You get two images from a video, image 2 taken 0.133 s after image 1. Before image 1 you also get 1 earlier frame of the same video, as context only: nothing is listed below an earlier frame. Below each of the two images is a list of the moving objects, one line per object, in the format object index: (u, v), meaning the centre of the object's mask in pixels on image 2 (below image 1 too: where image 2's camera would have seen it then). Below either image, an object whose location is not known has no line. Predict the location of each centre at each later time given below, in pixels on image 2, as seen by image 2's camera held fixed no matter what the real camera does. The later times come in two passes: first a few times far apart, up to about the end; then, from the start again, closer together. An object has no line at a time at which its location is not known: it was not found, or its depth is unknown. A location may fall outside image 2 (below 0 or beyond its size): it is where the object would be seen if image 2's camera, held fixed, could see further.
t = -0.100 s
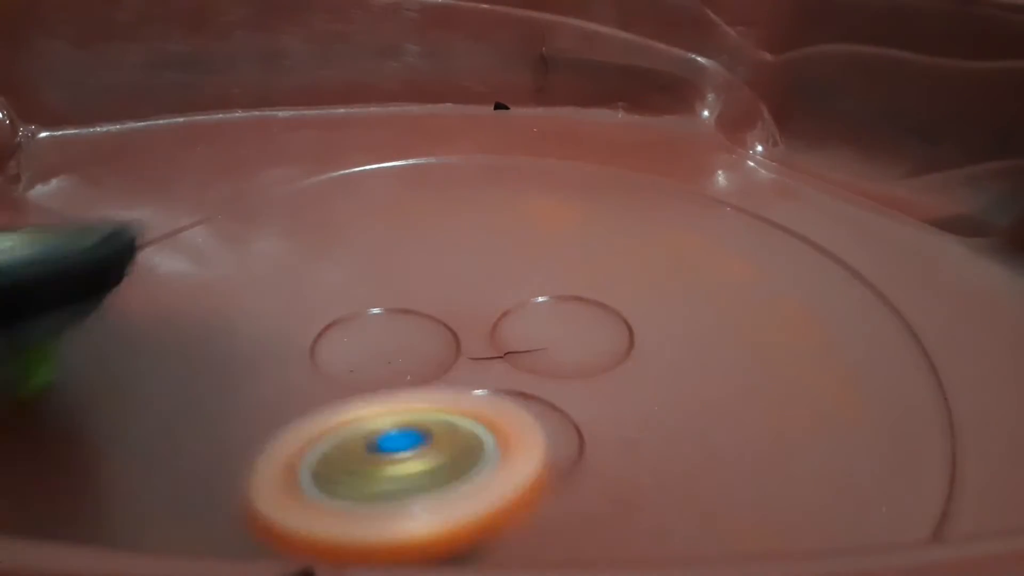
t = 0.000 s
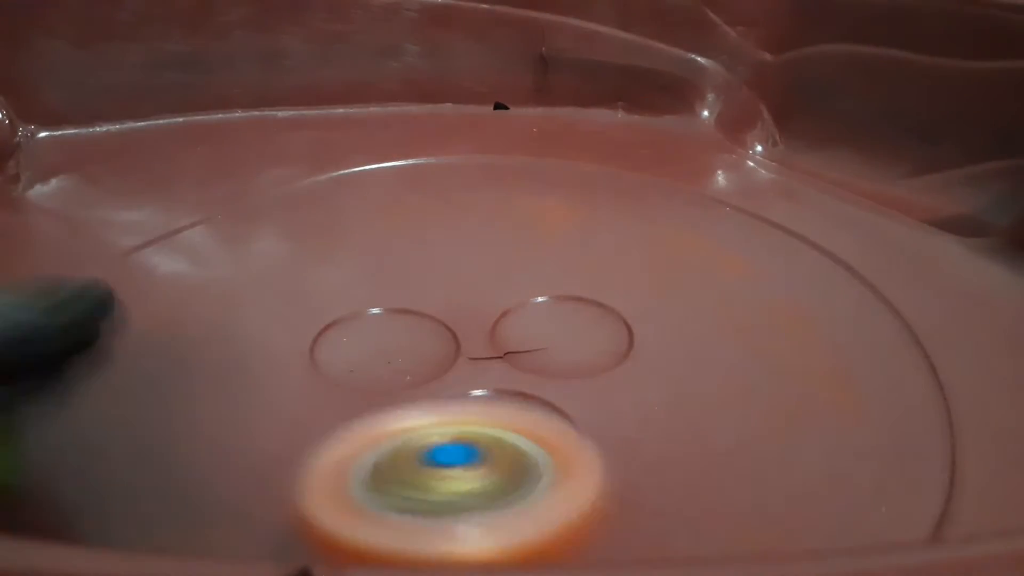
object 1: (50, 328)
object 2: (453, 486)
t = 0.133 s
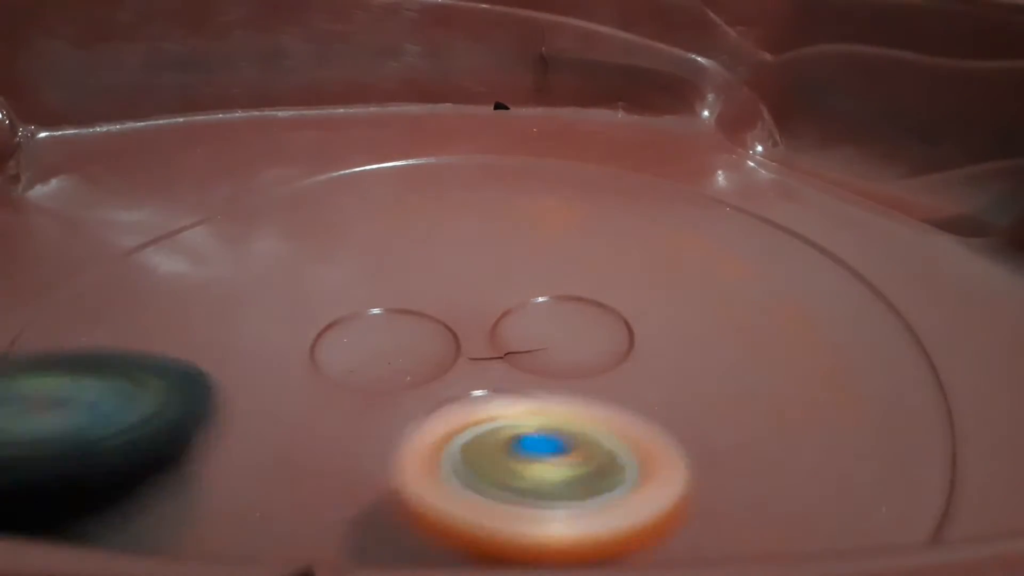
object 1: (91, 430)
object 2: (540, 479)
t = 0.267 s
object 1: (165, 470)
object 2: (567, 413)
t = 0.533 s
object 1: (407, 413)
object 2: (368, 257)
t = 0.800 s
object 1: (526, 302)
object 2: (136, 225)
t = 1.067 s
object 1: (586, 255)
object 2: (250, 297)
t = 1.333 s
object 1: (751, 219)
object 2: (350, 259)
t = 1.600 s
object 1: (796, 217)
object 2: (416, 279)
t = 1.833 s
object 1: (750, 316)
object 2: (359, 302)
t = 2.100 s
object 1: (653, 428)
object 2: (343, 265)
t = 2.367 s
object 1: (526, 478)
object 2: (437, 287)
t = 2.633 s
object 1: (422, 359)
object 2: (299, 219)
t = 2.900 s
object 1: (466, 262)
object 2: (254, 218)
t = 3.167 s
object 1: (571, 267)
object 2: (362, 255)
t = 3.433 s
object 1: (688, 304)
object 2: (391, 267)
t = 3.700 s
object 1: (670, 388)
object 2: (417, 281)
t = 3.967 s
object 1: (504, 404)
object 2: (410, 287)
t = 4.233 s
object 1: (549, 371)
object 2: (306, 255)
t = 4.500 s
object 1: (498, 348)
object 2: (271, 263)
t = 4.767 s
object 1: (559, 358)
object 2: (435, 249)
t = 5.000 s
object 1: (508, 356)
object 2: (537, 239)
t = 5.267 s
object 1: (456, 357)
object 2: (588, 269)
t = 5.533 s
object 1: (358, 356)
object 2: (557, 264)
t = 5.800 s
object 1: (376, 307)
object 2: (601, 270)
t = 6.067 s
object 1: (389, 279)
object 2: (580, 275)
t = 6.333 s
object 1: (405, 267)
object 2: (579, 294)
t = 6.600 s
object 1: (383, 234)
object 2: (531, 290)
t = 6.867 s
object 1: (376, 293)
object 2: (585, 259)
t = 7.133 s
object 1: (483, 417)
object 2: (548, 272)
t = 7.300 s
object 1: (630, 397)
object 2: (558, 273)
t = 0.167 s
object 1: (107, 444)
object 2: (554, 466)
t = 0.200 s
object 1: (130, 456)
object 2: (561, 456)
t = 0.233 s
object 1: (145, 464)
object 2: (569, 437)
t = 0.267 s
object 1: (165, 470)
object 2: (567, 413)
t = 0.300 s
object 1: (183, 473)
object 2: (556, 385)
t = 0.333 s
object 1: (209, 474)
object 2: (539, 365)
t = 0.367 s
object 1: (243, 471)
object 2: (519, 335)
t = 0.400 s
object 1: (277, 465)
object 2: (486, 306)
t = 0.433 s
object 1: (313, 454)
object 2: (457, 297)
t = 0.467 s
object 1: (349, 441)
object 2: (429, 288)
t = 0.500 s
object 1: (379, 428)
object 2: (399, 275)
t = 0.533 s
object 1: (407, 413)
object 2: (368, 257)
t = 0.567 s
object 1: (436, 396)
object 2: (340, 243)
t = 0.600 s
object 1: (460, 381)
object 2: (314, 242)
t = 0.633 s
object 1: (485, 370)
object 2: (284, 235)
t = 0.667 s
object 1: (504, 350)
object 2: (252, 230)
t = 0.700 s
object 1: (518, 332)
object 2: (217, 225)
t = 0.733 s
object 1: (523, 314)
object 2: (185, 220)
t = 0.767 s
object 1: (526, 306)
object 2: (158, 221)
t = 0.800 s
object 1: (526, 302)
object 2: (136, 225)
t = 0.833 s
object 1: (522, 294)
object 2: (124, 229)
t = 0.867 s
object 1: (523, 287)
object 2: (118, 234)
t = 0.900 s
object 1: (531, 281)
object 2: (121, 239)
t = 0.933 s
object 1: (549, 276)
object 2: (132, 250)
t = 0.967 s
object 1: (567, 275)
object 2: (150, 262)
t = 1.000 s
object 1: (580, 269)
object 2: (176, 273)
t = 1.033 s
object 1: (587, 261)
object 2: (210, 285)
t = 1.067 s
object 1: (586, 255)
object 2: (250, 297)
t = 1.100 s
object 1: (581, 251)
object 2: (302, 304)
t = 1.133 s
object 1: (573, 249)
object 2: (354, 311)
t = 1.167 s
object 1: (568, 248)
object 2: (399, 307)
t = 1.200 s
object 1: (611, 232)
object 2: (400, 297)
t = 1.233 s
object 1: (656, 226)
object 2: (386, 291)
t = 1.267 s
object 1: (697, 227)
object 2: (374, 278)
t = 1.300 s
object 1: (727, 226)
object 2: (360, 266)
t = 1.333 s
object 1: (751, 219)
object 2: (350, 259)
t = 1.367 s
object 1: (771, 213)
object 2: (349, 266)
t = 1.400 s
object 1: (788, 207)
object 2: (354, 278)
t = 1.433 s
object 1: (805, 202)
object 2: (361, 290)
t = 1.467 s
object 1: (820, 198)
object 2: (372, 297)
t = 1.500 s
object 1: (821, 198)
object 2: (387, 299)
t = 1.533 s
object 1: (814, 204)
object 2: (402, 295)
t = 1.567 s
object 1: (804, 210)
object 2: (413, 288)
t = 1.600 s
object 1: (796, 217)
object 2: (416, 279)
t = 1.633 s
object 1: (788, 226)
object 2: (413, 268)
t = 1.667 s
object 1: (781, 237)
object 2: (402, 259)
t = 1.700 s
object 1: (775, 250)
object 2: (386, 255)
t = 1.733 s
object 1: (768, 264)
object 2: (366, 262)
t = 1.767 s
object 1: (762, 281)
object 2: (350, 275)
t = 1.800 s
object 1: (755, 297)
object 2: (348, 290)
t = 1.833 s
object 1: (750, 316)
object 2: (359, 302)
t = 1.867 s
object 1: (742, 334)
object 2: (380, 306)
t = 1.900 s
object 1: (735, 349)
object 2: (405, 305)
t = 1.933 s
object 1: (725, 365)
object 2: (427, 297)
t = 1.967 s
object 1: (714, 384)
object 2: (434, 287)
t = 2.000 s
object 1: (699, 399)
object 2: (422, 271)
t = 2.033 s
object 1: (685, 408)
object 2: (401, 258)
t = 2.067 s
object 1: (670, 417)
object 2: (374, 253)
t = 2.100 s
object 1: (653, 428)
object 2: (343, 265)
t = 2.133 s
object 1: (635, 435)
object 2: (324, 281)
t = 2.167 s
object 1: (613, 441)
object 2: (327, 295)
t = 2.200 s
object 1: (589, 445)
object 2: (349, 314)
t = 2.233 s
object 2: (378, 328)
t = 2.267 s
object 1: (544, 449)
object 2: (404, 331)
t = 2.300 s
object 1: (543, 464)
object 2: (423, 320)
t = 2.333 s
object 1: (540, 477)
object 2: (436, 305)
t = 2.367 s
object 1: (526, 478)
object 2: (437, 287)
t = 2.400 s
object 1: (504, 474)
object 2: (434, 271)
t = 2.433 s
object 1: (478, 467)
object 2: (417, 245)
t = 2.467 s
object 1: (457, 447)
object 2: (386, 234)
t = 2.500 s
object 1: (445, 432)
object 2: (363, 227)
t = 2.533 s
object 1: (432, 414)
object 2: (343, 221)
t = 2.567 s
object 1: (427, 395)
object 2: (325, 216)
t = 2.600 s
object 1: (423, 376)
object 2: (310, 216)
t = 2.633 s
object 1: (422, 359)
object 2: (299, 219)
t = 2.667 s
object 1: (421, 341)
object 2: (293, 224)
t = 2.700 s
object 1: (421, 321)
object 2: (289, 230)
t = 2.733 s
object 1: (426, 313)
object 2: (287, 237)
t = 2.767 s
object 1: (455, 303)
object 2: (279, 232)
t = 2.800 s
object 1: (472, 293)
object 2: (266, 224)
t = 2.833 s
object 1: (472, 283)
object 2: (257, 220)
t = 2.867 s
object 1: (467, 271)
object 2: (254, 219)
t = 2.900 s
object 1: (466, 262)
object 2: (254, 218)
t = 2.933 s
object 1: (469, 255)
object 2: (259, 221)
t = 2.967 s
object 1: (481, 247)
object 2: (266, 223)
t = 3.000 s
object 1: (496, 238)
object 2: (273, 225)
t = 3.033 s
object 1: (512, 237)
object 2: (283, 229)
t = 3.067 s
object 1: (529, 237)
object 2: (298, 235)
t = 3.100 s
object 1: (545, 249)
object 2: (316, 240)
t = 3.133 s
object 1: (558, 257)
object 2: (337, 246)
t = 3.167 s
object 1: (571, 267)
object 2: (362, 255)
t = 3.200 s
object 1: (584, 274)
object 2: (391, 271)
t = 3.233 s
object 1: (605, 278)
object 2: (407, 272)
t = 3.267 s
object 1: (625, 278)
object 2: (411, 270)
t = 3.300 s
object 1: (640, 280)
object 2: (415, 267)
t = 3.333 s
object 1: (654, 283)
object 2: (418, 262)
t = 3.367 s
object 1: (667, 288)
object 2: (411, 260)
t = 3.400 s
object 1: (678, 295)
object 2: (400, 262)
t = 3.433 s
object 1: (688, 304)
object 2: (391, 267)
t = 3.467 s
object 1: (696, 313)
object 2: (388, 274)
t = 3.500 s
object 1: (701, 324)
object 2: (390, 283)
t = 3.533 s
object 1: (703, 335)
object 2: (399, 290)
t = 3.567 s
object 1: (703, 346)
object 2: (412, 295)
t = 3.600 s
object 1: (700, 357)
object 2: (425, 293)
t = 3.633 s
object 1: (692, 367)
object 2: (428, 288)
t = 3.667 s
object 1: (682, 379)
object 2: (423, 284)
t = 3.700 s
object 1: (670, 388)
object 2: (417, 281)
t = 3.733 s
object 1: (656, 398)
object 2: (411, 281)
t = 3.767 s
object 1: (639, 405)
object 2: (404, 285)
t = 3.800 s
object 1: (619, 410)
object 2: (398, 293)
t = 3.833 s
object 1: (596, 413)
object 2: (392, 300)
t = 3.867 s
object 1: (572, 414)
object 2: (393, 304)
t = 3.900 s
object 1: (550, 413)
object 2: (399, 306)
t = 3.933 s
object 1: (526, 409)
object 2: (404, 296)
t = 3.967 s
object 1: (504, 404)
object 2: (410, 287)
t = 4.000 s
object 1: (485, 397)
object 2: (412, 281)
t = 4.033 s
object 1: (469, 386)
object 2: (405, 276)
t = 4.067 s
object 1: (459, 379)
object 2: (393, 269)
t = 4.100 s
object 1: (457, 373)
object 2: (374, 265)
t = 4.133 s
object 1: (467, 375)
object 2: (353, 275)
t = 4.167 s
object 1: (490, 355)
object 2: (334, 272)
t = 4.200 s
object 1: (522, 366)
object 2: (321, 262)
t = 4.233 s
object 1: (549, 371)
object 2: (306, 255)
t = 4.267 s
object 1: (568, 372)
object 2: (293, 250)
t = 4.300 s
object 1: (576, 368)
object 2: (277, 248)
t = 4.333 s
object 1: (580, 362)
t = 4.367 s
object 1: (579, 352)
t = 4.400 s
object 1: (565, 345)
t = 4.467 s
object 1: (512, 342)
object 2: (256, 256)
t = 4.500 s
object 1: (498, 348)
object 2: (271, 263)
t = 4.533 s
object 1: (495, 347)
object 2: (292, 269)
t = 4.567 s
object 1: (500, 351)
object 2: (318, 274)
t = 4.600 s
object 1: (512, 355)
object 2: (346, 284)
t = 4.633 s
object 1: (522, 357)
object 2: (373, 284)
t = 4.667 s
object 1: (532, 359)
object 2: (402, 275)
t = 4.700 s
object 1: (540, 359)
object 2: (425, 264)
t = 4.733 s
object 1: (551, 361)
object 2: (435, 255)
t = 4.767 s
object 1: (559, 358)
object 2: (435, 249)
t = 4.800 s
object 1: (553, 353)
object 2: (438, 243)
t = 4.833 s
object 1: (543, 352)
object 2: (449, 238)
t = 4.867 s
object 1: (537, 348)
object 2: (467, 235)
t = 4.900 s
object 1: (529, 349)
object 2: (486, 231)
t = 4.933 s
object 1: (523, 351)
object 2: (506, 231)
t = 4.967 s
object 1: (516, 353)
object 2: (524, 233)
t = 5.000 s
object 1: (508, 356)
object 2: (537, 239)
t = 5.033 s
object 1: (497, 358)
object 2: (546, 249)
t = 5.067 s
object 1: (490, 358)
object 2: (560, 257)
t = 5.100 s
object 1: (478, 359)
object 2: (580, 265)
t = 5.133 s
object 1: (470, 359)
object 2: (599, 273)
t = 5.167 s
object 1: (465, 358)
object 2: (613, 271)
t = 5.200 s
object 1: (460, 358)
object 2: (615, 267)
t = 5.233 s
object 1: (457, 358)
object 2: (601, 267)
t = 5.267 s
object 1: (456, 357)
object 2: (588, 269)
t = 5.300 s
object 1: (455, 355)
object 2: (582, 272)
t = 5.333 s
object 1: (453, 353)
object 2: (582, 277)
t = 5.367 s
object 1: (417, 355)
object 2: (604, 275)
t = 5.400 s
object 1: (393, 367)
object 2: (619, 264)
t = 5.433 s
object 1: (379, 366)
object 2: (616, 257)
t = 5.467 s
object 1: (369, 365)
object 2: (602, 254)
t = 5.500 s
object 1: (364, 361)
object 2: (579, 259)
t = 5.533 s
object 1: (358, 356)
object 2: (557, 264)
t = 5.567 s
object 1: (355, 345)
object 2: (542, 273)
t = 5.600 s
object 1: (355, 339)
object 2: (536, 285)
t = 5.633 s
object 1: (358, 334)
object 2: (539, 294)
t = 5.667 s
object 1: (353, 327)
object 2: (555, 299)
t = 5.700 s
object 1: (353, 322)
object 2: (580, 297)
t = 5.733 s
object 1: (358, 314)
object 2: (601, 290)
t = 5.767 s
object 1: (367, 309)
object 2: (608, 280)
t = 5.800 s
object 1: (376, 307)
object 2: (601, 270)
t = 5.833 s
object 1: (395, 302)
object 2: (585, 263)
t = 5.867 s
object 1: (404, 306)
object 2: (572, 259)
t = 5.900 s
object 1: (387, 294)
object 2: (577, 257)
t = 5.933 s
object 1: (381, 291)
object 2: (580, 258)
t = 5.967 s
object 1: (384, 290)
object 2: (576, 261)
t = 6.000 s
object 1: (389, 286)
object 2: (570, 264)
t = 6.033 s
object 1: (387, 283)
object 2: (573, 270)
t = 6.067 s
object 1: (389, 279)
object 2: (580, 275)
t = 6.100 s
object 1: (397, 277)
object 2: (585, 280)
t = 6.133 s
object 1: (400, 274)
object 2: (592, 285)
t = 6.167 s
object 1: (405, 272)
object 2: (601, 286)
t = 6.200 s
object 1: (408, 270)
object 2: (603, 283)
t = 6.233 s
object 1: (409, 269)
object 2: (599, 283)
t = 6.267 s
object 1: (409, 267)
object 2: (594, 285)
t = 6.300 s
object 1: (410, 267)
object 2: (585, 288)
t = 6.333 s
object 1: (405, 267)
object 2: (579, 294)
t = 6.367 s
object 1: (398, 270)
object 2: (570, 299)
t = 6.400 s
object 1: (392, 260)
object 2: (560, 301)
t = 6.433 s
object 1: (384, 266)
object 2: (559, 305)
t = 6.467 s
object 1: (380, 253)
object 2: (562, 303)
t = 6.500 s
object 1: (382, 244)
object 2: (557, 299)
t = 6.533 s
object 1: (384, 241)
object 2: (547, 295)
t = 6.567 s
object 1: (383, 236)
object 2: (536, 290)
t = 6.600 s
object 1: (383, 234)
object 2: (531, 290)
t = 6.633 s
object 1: (384, 238)
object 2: (545, 295)
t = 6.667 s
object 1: (379, 247)
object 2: (562, 293)
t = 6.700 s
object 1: (376, 252)
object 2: (574, 290)
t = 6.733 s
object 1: (376, 257)
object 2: (584, 286)
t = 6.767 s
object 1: (378, 262)
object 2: (586, 278)
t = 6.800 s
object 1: (381, 271)
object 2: (586, 274)
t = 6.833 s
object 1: (383, 281)
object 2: (586, 268)
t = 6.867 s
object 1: (376, 293)
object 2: (585, 259)
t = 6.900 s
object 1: (368, 305)
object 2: (584, 251)
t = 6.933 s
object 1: (363, 318)
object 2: (575, 249)
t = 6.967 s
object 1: (356, 329)
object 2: (566, 251)
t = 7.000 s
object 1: (359, 342)
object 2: (557, 256)
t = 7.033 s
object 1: (365, 359)
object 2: (552, 263)
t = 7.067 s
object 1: (383, 380)
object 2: (550, 270)
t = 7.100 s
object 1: (423, 403)
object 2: (550, 276)
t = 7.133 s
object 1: (483, 417)
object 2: (548, 272)
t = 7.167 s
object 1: (544, 416)
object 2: (543, 275)
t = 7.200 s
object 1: (589, 412)
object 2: (544, 278)
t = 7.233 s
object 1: (623, 408)
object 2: (548, 285)
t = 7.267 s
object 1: (631, 399)
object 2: (553, 285)
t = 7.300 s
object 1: (630, 397)
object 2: (558, 273)
